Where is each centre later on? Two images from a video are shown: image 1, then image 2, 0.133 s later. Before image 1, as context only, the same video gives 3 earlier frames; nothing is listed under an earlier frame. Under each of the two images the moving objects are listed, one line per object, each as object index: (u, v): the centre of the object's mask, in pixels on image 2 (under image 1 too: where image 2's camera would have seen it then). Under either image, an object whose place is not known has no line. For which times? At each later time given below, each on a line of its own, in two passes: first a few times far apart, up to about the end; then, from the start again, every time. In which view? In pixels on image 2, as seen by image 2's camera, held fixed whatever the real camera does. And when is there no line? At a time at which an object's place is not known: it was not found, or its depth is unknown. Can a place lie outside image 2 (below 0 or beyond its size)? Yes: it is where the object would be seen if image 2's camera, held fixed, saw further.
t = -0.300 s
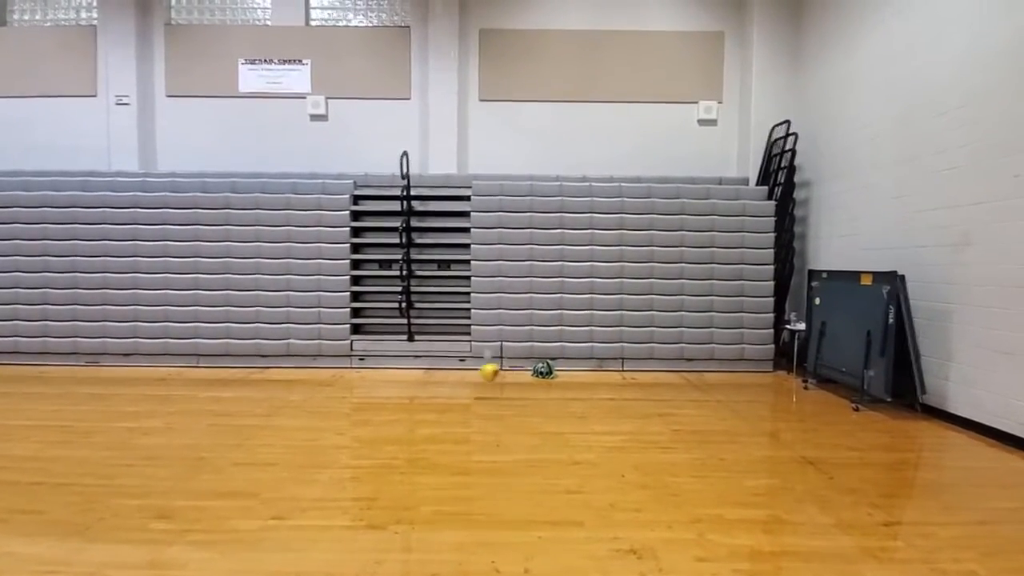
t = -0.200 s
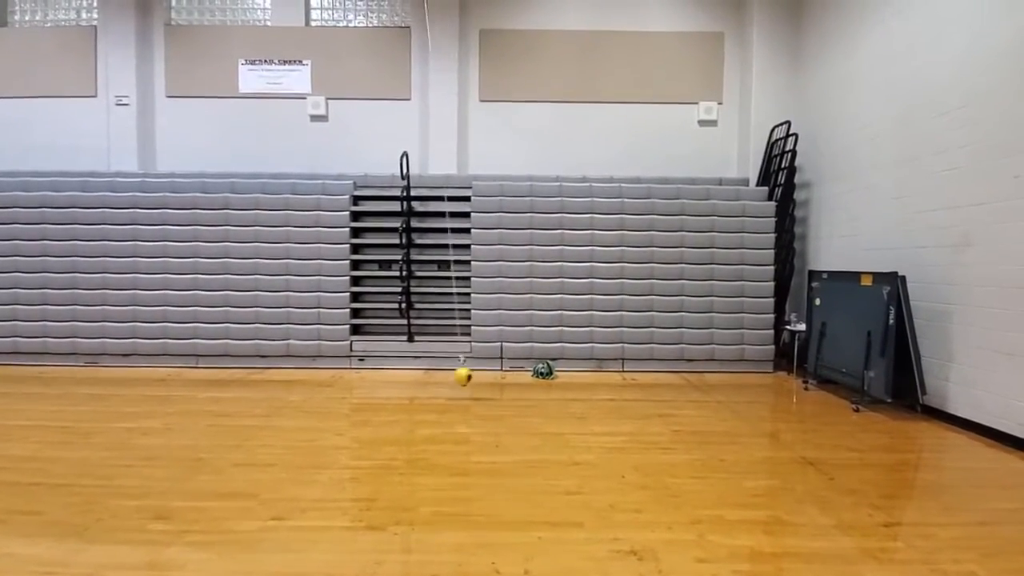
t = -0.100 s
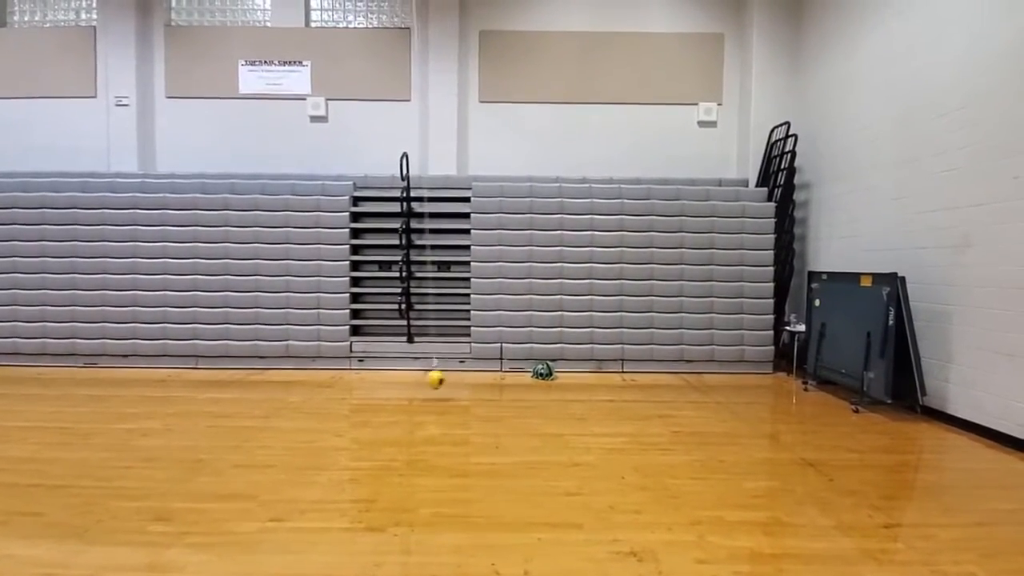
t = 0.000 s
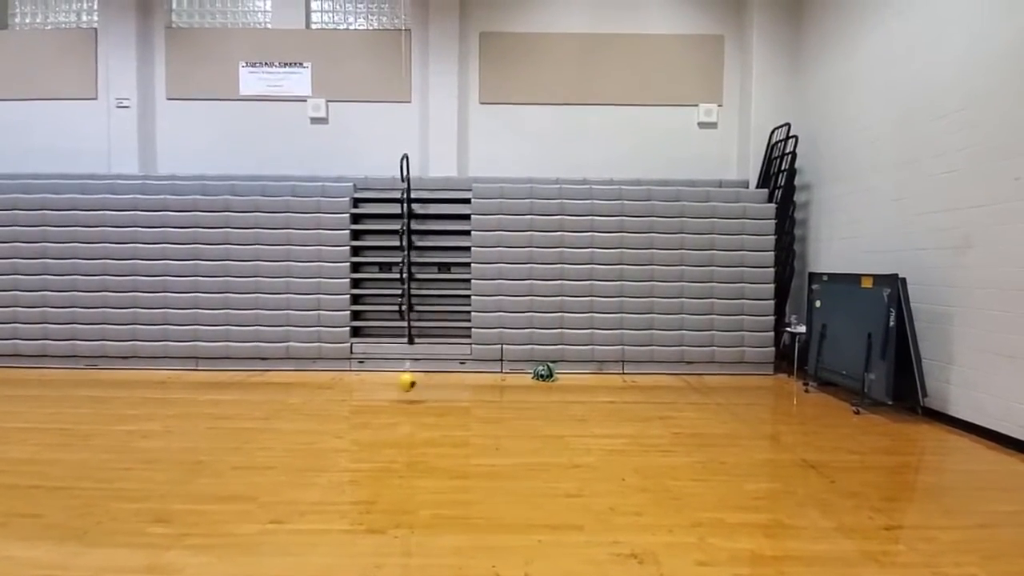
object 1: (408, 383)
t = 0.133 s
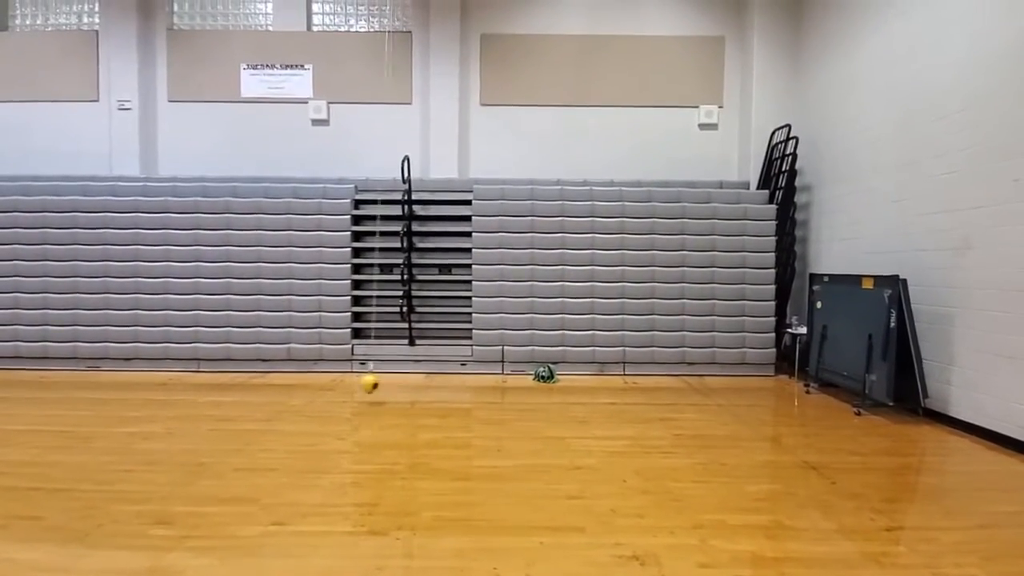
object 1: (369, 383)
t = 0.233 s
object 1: (340, 381)
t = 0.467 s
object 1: (277, 373)
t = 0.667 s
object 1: (229, 363)
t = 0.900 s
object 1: (185, 350)
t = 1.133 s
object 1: (157, 341)
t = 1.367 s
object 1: (147, 337)
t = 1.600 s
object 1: (154, 340)
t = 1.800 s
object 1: (174, 347)
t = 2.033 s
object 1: (213, 362)
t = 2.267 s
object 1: (267, 374)
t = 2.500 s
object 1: (330, 383)
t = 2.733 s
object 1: (398, 387)
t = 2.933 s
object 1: (456, 383)
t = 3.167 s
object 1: (515, 374)
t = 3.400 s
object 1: (566, 361)
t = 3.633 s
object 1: (602, 349)
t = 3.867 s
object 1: (624, 340)
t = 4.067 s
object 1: (629, 337)
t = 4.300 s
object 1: (622, 339)
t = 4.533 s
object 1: (598, 348)
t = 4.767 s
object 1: (561, 360)
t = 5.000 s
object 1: (511, 372)
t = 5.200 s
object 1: (461, 380)
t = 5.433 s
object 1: (396, 384)
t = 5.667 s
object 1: (331, 381)
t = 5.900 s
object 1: (270, 372)
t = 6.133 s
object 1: (218, 361)
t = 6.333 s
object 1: (184, 350)
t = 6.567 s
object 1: (159, 342)
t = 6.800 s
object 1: (152, 340)
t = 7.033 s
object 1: (162, 344)
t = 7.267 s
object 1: (189, 354)
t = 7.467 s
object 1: (226, 365)
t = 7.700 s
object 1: (280, 376)
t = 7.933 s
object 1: (343, 385)
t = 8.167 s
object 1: (409, 387)
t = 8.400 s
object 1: (474, 380)
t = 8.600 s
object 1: (524, 372)
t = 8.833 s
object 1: (570, 359)
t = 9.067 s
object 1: (603, 348)
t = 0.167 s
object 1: (360, 383)
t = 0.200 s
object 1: (350, 382)
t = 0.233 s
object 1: (340, 381)
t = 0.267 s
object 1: (331, 381)
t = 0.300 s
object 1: (322, 380)
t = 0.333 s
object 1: (313, 379)
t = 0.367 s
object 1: (304, 377)
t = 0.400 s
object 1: (294, 376)
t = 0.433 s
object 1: (285, 375)
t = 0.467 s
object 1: (277, 373)
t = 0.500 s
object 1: (268, 371)
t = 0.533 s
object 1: (260, 370)
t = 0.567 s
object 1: (251, 368)
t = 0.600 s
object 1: (244, 367)
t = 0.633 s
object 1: (236, 365)
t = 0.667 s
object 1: (229, 363)
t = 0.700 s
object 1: (222, 361)
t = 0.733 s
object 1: (215, 359)
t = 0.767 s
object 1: (208, 357)
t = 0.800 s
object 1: (201, 355)
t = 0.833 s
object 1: (196, 353)
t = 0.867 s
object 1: (190, 352)
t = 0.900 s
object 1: (185, 350)
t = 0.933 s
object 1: (180, 348)
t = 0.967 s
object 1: (176, 347)
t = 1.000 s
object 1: (171, 345)
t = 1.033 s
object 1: (168, 344)
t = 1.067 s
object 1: (164, 343)
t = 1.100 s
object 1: (160, 342)
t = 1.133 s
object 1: (157, 341)
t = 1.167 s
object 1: (155, 340)
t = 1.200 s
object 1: (153, 339)
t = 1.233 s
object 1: (151, 338)
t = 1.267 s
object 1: (149, 338)
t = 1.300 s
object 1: (148, 338)
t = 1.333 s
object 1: (147, 338)
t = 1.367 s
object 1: (147, 337)
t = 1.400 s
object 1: (147, 337)
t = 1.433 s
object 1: (147, 337)
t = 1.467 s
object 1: (148, 337)
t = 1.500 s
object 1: (148, 338)
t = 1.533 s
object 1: (150, 339)
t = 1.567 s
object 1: (152, 339)
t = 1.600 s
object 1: (154, 340)
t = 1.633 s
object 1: (156, 341)
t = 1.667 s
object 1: (159, 342)
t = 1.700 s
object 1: (162, 344)
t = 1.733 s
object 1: (166, 345)
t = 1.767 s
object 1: (170, 346)
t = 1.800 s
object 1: (174, 347)
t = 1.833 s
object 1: (178, 350)
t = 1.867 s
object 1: (184, 352)
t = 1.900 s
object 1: (189, 354)
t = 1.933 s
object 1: (194, 356)
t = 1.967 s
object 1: (200, 357)
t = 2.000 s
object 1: (206, 359)
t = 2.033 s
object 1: (213, 362)
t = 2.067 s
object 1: (220, 364)
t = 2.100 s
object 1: (227, 365)
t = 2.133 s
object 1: (235, 367)
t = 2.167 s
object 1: (242, 369)
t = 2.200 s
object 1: (250, 370)
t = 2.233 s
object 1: (258, 372)
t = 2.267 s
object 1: (267, 374)
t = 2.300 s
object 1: (275, 376)
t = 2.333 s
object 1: (284, 377)
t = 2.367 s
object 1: (293, 379)
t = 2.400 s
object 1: (303, 379)
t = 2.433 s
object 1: (312, 380)
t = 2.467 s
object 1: (321, 382)
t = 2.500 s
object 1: (330, 383)
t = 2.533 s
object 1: (340, 384)
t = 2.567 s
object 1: (350, 385)
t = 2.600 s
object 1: (359, 386)
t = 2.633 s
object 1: (369, 386)
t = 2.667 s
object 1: (379, 386)
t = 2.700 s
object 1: (389, 386)
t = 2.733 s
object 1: (398, 387)
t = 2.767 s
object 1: (408, 387)
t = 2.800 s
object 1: (418, 386)
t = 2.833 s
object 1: (427, 386)
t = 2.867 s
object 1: (437, 385)
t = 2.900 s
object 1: (447, 384)
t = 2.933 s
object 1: (456, 383)
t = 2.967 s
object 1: (465, 382)
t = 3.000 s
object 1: (474, 381)
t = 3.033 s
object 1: (482, 380)
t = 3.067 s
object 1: (491, 379)
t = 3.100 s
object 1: (500, 377)
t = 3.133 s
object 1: (508, 375)
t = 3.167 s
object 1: (515, 374)
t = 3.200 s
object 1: (524, 372)
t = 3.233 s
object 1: (532, 370)
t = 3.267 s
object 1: (539, 368)
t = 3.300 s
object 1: (546, 366)
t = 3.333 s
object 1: (553, 365)
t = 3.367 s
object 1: (559, 363)
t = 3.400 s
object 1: (566, 361)
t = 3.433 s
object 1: (572, 359)
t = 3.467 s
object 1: (578, 357)
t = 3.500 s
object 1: (584, 356)
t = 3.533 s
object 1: (589, 354)
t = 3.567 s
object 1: (593, 352)
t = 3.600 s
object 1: (598, 350)
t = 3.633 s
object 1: (602, 349)
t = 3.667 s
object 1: (606, 347)
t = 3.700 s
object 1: (610, 346)
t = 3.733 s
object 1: (613, 344)
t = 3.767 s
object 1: (616, 342)
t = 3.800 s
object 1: (619, 342)
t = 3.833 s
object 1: (621, 341)
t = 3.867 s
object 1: (624, 340)
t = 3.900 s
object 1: (625, 340)
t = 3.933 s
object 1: (626, 338)
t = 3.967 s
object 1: (627, 338)
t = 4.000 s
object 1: (628, 338)
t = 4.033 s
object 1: (629, 337)
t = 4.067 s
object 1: (629, 337)
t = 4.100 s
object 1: (629, 337)
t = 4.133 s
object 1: (628, 337)
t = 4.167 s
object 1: (628, 338)
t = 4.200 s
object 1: (627, 338)
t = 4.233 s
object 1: (625, 338)
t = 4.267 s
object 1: (624, 338)
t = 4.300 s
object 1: (622, 339)
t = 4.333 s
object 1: (619, 340)
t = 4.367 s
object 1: (617, 341)
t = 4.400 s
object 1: (613, 342)
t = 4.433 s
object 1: (610, 343)
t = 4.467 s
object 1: (607, 345)
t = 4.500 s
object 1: (603, 346)
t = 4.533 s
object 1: (598, 348)
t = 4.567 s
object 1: (594, 350)
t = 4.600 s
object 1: (590, 352)
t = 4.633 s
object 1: (585, 353)
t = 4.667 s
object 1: (579, 355)
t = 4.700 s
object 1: (573, 356)
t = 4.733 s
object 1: (567, 358)
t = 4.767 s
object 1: (561, 360)
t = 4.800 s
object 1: (555, 362)
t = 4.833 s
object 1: (548, 364)
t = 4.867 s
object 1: (542, 365)
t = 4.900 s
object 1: (534, 367)
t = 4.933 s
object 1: (527, 369)
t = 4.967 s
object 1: (519, 371)
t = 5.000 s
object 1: (511, 372)
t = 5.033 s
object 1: (503, 374)
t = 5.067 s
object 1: (495, 375)
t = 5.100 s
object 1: (487, 376)
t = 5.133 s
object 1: (478, 378)
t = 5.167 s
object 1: (469, 379)
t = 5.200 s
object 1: (461, 380)
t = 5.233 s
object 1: (451, 381)
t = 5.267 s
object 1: (443, 381)
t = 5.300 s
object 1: (433, 382)
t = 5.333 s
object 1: (424, 383)
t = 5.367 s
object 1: (415, 383)
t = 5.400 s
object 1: (405, 384)
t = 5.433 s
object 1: (396, 384)
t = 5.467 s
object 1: (386, 384)
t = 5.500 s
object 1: (377, 383)
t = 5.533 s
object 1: (368, 383)
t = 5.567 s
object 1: (358, 383)
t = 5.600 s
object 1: (349, 382)
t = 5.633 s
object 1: (340, 381)
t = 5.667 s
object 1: (331, 381)
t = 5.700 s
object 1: (322, 379)
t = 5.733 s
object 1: (313, 378)
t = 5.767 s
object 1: (304, 378)
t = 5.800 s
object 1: (294, 376)
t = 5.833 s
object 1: (286, 375)
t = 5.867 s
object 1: (277, 373)
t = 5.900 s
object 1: (270, 372)
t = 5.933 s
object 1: (262, 370)
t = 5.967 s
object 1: (253, 369)
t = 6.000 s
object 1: (245, 367)
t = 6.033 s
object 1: (238, 365)
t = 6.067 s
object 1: (231, 364)
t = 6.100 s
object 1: (225, 362)
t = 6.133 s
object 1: (218, 361)
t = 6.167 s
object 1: (211, 358)
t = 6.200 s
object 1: (205, 357)
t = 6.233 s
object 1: (199, 355)
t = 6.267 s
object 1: (194, 353)
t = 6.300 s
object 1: (189, 352)
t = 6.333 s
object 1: (184, 350)
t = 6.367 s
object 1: (179, 348)
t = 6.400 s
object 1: (176, 348)
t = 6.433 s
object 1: (172, 346)
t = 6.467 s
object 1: (168, 345)
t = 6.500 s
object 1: (165, 344)
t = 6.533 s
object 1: (162, 343)
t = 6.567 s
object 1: (159, 342)
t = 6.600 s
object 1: (157, 341)
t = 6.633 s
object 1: (155, 341)
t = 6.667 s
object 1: (154, 340)
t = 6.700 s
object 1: (153, 340)
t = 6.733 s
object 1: (153, 340)
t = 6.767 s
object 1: (152, 340)
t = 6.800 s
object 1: (152, 340)
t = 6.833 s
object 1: (152, 340)
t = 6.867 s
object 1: (153, 340)
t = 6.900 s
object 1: (154, 341)
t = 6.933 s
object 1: (155, 341)
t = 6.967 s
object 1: (158, 342)
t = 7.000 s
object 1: (160, 343)
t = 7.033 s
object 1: (162, 344)
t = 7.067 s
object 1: (165, 345)
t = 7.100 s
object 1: (168, 346)
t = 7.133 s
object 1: (172, 347)
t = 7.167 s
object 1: (175, 349)
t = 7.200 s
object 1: (180, 351)
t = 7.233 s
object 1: (184, 352)
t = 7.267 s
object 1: (189, 354)
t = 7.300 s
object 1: (195, 356)
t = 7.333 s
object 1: (200, 357)
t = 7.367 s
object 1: (206, 360)
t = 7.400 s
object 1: (212, 361)
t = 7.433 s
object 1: (219, 363)
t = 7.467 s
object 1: (226, 365)
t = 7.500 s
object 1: (232, 367)
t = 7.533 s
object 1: (239, 369)
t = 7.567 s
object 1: (248, 370)
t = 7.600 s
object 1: (255, 372)
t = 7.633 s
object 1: (263, 373)
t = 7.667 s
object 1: (271, 375)
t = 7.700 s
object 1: (280, 376)
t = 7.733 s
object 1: (290, 377)
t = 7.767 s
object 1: (298, 379)
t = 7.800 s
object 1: (306, 380)
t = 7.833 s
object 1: (315, 382)
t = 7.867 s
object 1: (325, 382)
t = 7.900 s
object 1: (334, 384)
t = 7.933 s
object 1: (343, 385)
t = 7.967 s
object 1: (353, 385)
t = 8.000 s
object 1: (362, 386)
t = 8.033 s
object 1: (372, 386)
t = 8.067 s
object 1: (382, 386)
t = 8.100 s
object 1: (391, 387)
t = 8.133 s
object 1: (400, 387)
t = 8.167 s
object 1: (409, 387)
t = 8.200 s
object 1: (419, 386)
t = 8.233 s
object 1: (429, 386)
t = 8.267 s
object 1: (438, 385)
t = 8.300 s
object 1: (447, 384)
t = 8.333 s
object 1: (456, 383)
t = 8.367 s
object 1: (465, 382)
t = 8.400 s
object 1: (474, 380)
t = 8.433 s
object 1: (483, 379)
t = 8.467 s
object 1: (491, 377)
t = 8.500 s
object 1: (500, 377)
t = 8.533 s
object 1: (508, 375)
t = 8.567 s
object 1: (516, 373)
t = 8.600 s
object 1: (524, 372)
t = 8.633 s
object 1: (531, 370)
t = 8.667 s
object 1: (538, 368)
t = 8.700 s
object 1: (545, 366)
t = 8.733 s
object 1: (551, 365)
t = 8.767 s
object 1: (557, 363)
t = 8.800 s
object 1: (564, 361)
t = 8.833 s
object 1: (570, 359)
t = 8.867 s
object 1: (575, 357)
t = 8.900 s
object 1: (581, 355)
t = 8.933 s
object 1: (585, 354)
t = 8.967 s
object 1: (590, 353)
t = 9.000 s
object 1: (594, 351)
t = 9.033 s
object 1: (598, 350)
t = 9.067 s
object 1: (603, 348)
